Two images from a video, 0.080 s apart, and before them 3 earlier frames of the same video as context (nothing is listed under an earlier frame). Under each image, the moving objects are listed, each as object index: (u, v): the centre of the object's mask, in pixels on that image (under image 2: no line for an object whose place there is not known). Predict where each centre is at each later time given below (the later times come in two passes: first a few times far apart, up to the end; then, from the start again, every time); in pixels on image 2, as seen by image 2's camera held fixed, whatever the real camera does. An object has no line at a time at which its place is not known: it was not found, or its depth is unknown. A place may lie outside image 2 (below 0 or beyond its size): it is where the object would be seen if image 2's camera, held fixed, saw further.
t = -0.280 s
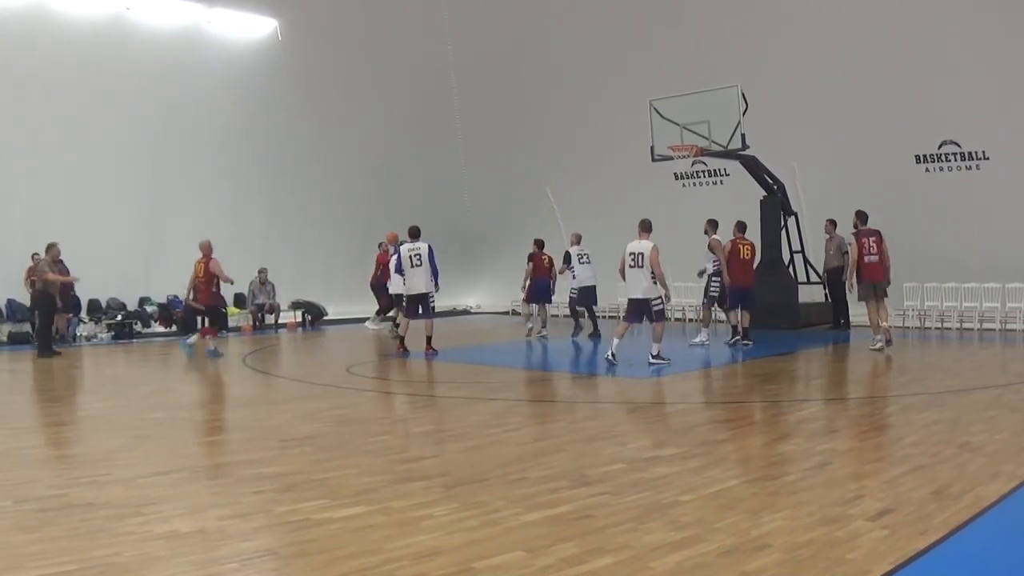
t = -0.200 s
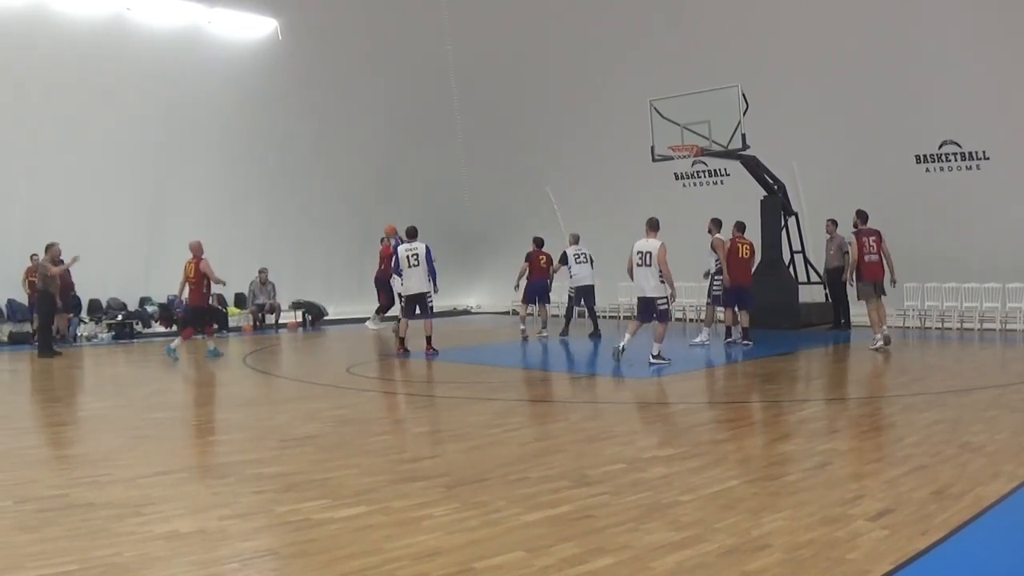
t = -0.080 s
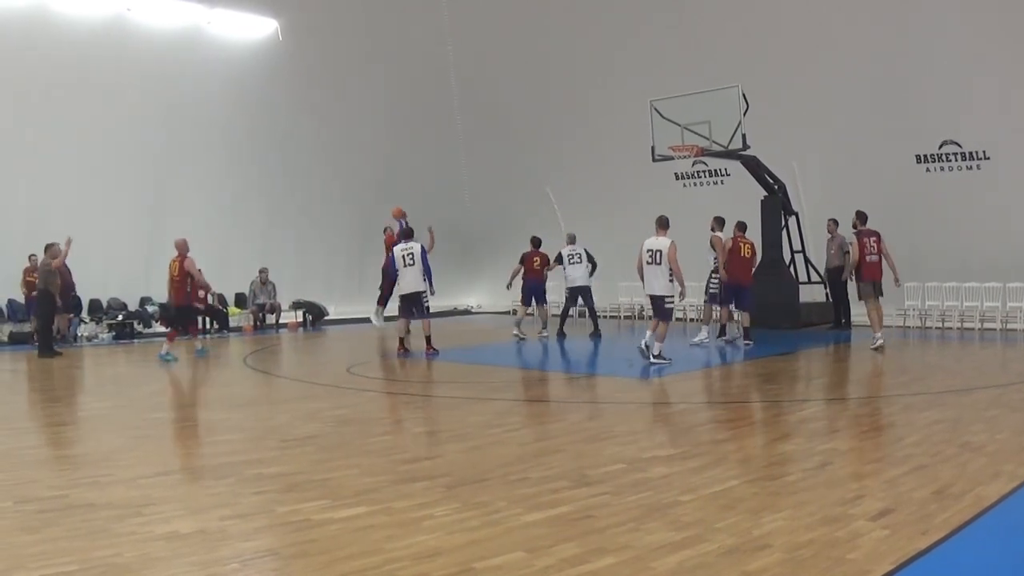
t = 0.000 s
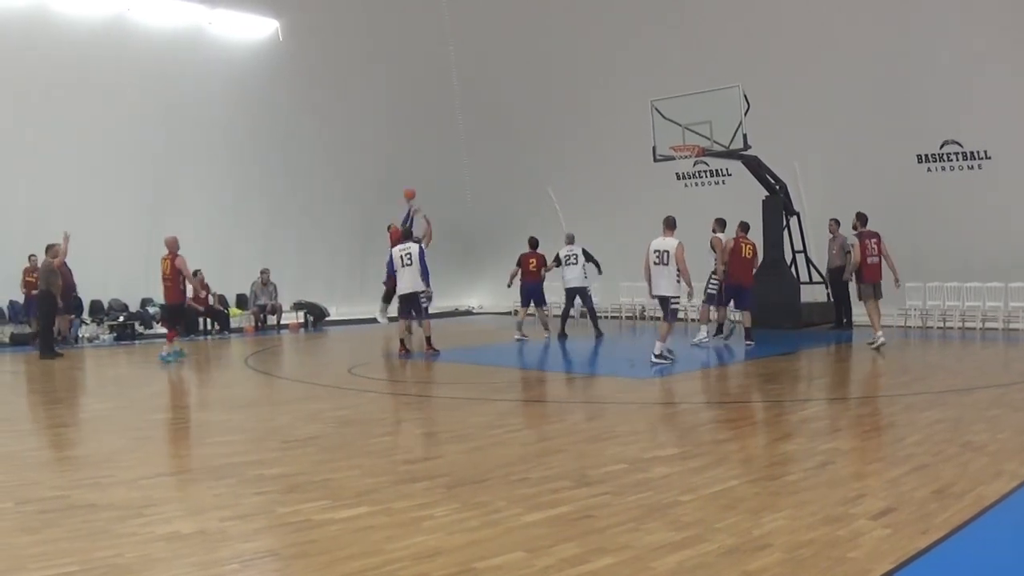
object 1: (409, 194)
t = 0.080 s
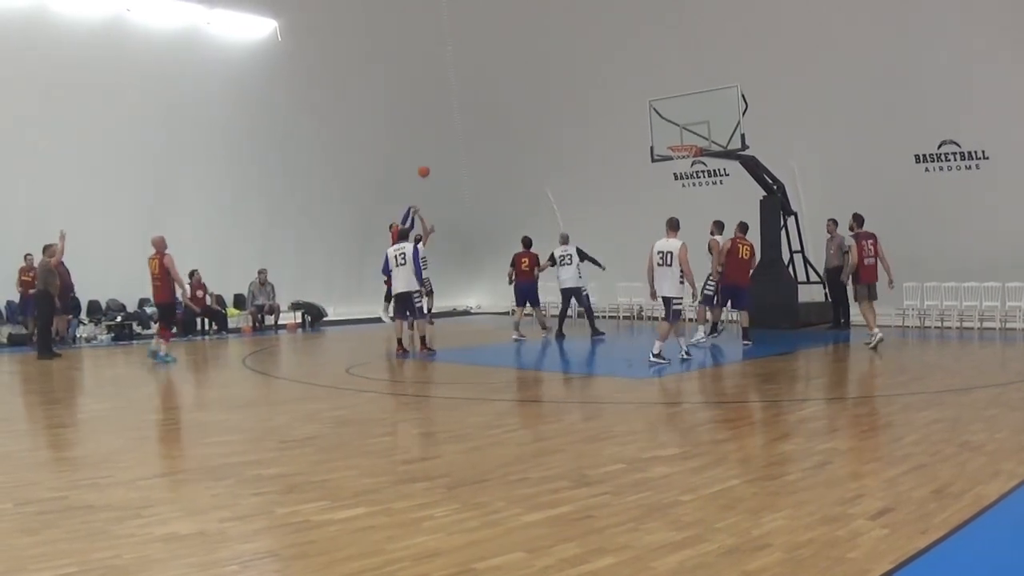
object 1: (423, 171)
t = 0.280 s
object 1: (463, 125)
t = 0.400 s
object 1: (482, 106)
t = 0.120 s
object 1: (431, 160)
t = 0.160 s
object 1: (440, 150)
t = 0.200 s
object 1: (448, 141)
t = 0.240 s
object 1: (456, 134)
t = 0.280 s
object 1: (463, 125)
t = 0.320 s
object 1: (469, 119)
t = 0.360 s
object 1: (475, 113)
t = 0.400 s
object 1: (482, 106)
